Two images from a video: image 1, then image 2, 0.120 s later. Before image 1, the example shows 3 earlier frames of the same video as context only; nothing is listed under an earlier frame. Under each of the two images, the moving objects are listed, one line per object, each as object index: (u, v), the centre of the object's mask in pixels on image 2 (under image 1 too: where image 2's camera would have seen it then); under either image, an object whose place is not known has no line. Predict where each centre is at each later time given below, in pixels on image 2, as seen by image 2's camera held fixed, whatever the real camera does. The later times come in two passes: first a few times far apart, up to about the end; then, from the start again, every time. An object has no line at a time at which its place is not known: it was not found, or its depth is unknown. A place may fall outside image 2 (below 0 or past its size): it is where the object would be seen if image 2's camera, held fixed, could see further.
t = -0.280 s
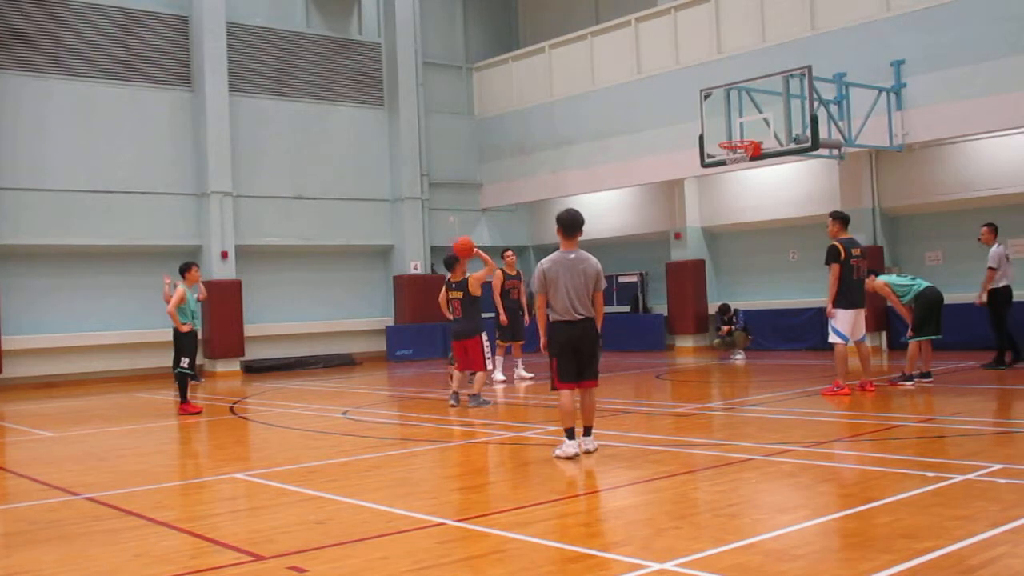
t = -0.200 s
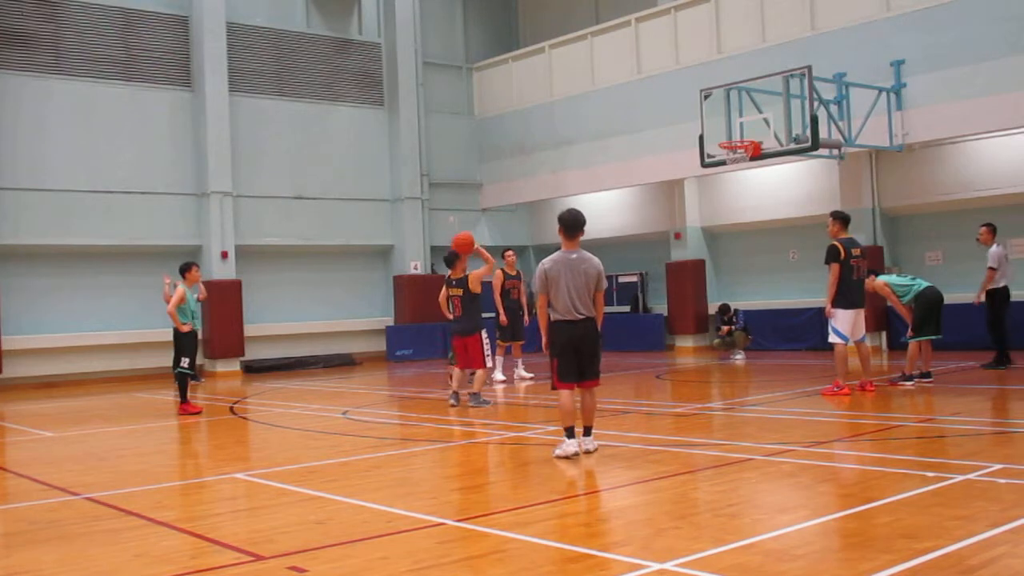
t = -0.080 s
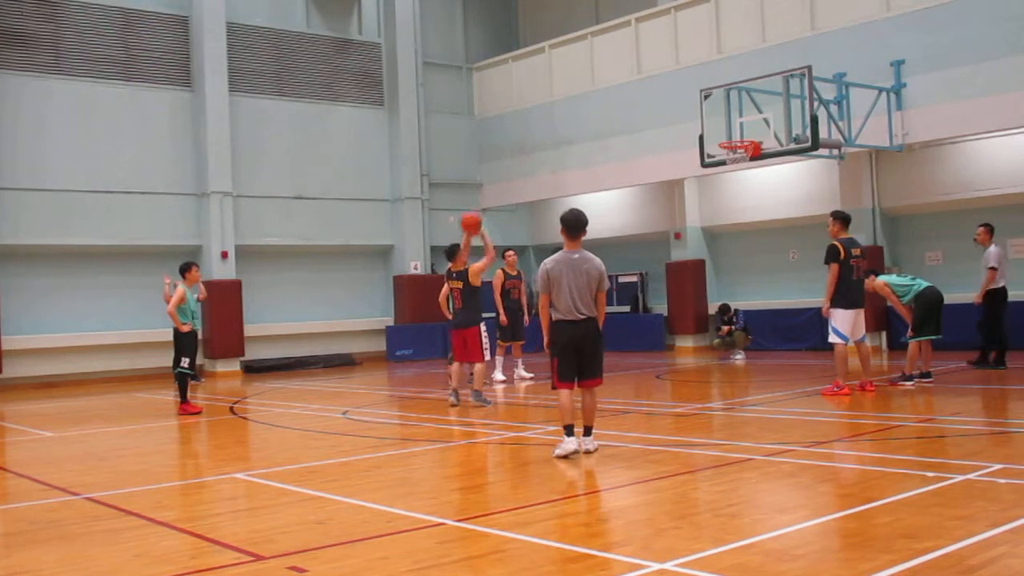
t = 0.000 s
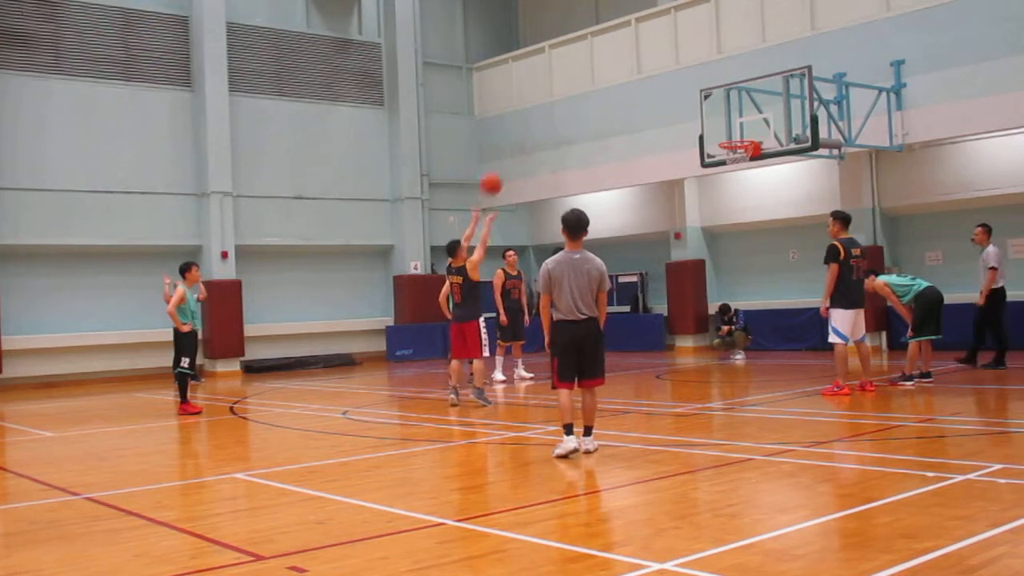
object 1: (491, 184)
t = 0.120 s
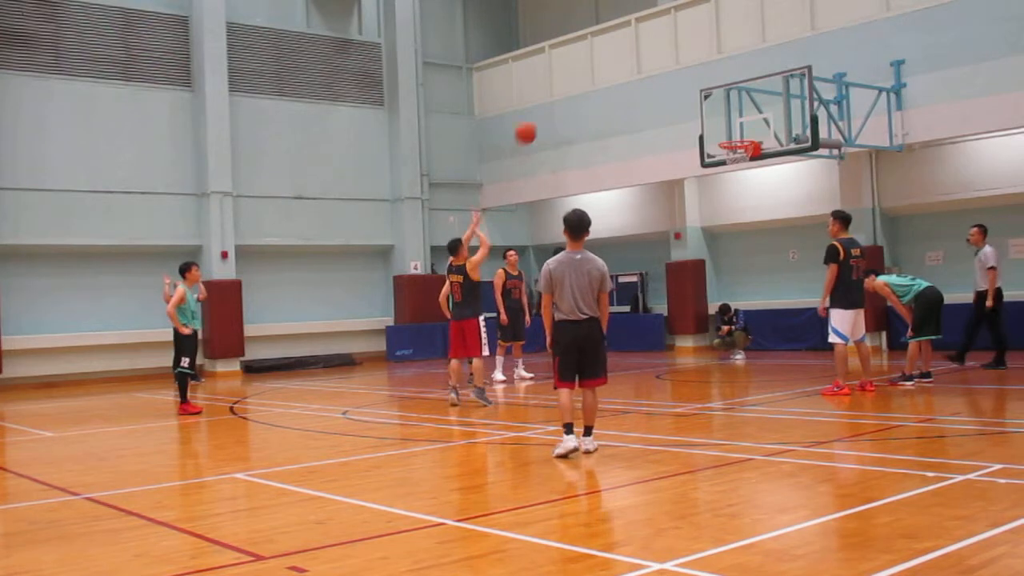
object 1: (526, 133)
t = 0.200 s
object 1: (548, 107)
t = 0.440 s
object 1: (611, 66)
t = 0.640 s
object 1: (661, 69)
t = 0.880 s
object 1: (716, 112)
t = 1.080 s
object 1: (748, 159)
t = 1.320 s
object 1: (725, 200)
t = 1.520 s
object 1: (707, 267)
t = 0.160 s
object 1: (537, 119)
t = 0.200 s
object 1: (548, 107)
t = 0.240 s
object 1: (558, 97)
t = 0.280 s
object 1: (570, 88)
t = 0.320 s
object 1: (580, 81)
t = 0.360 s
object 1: (591, 75)
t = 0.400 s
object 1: (601, 69)
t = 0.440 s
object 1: (611, 66)
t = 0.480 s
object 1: (621, 64)
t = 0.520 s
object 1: (631, 64)
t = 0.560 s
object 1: (641, 65)
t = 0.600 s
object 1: (651, 67)
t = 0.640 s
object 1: (661, 69)
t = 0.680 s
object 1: (670, 74)
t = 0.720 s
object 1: (680, 79)
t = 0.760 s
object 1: (689, 86)
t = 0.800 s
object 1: (698, 94)
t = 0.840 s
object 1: (707, 102)
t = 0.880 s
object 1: (716, 112)
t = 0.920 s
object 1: (725, 123)
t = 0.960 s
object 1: (733, 134)
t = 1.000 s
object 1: (742, 138)
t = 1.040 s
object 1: (747, 157)
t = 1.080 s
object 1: (748, 159)
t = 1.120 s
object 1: (744, 161)
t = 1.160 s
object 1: (740, 167)
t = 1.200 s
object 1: (736, 174)
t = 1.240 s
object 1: (732, 181)
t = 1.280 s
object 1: (729, 190)
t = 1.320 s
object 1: (725, 200)
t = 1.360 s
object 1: (721, 211)
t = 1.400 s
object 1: (718, 224)
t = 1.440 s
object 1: (714, 237)
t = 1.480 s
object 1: (711, 251)
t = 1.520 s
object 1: (707, 267)
